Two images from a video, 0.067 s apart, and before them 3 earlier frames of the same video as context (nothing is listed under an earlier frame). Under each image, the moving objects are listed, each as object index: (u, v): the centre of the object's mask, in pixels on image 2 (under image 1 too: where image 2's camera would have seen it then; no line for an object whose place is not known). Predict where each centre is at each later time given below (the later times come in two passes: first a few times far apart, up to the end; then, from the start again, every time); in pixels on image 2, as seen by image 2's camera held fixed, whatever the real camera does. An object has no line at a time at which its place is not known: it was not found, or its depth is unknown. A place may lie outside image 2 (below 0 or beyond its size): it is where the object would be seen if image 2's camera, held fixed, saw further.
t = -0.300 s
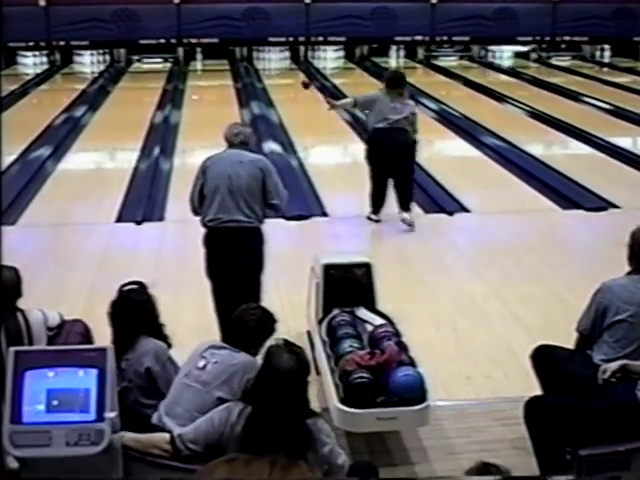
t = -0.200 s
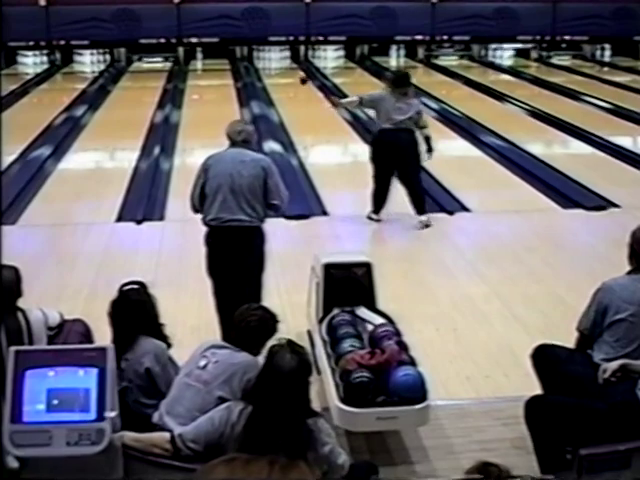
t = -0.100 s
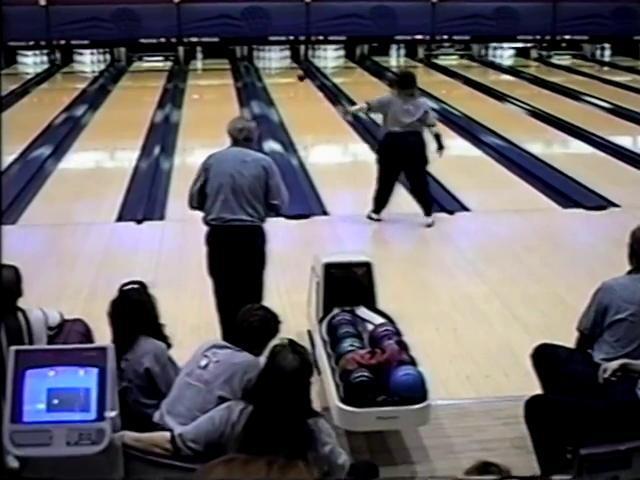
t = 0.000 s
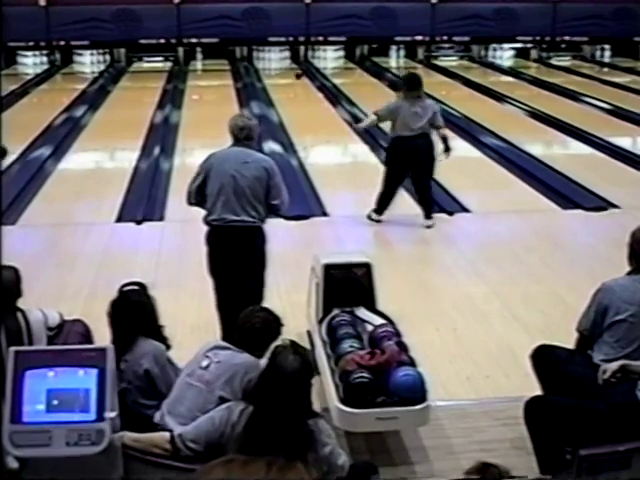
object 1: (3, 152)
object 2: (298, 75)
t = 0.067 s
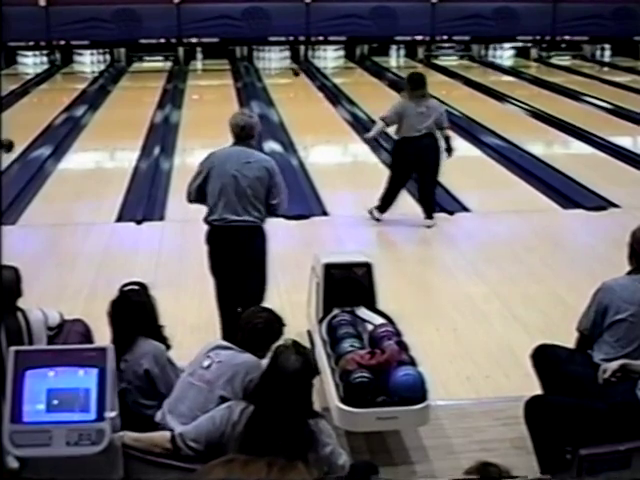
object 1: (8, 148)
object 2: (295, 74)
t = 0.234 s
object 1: (21, 132)
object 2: (292, 70)
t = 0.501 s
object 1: (40, 114)
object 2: (284, 65)
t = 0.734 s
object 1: (52, 102)
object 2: (278, 63)
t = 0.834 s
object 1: (57, 96)
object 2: (276, 62)
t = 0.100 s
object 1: (11, 145)
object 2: (295, 73)
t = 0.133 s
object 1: (13, 140)
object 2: (294, 72)
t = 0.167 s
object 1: (16, 137)
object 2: (293, 71)
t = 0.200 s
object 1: (19, 135)
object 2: (292, 71)
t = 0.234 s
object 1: (21, 132)
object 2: (292, 70)
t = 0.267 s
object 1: (24, 129)
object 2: (290, 69)
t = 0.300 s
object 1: (26, 127)
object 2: (289, 69)
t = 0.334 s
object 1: (29, 124)
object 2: (288, 68)
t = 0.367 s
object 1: (31, 122)
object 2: (288, 68)
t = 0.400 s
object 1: (33, 120)
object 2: (288, 67)
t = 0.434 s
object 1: (35, 118)
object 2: (287, 66)
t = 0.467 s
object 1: (37, 116)
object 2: (286, 66)
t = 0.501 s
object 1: (40, 114)
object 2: (284, 65)
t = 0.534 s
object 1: (42, 112)
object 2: (283, 65)
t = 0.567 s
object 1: (43, 110)
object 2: (283, 65)
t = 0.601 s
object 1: (45, 108)
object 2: (282, 64)
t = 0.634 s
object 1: (47, 106)
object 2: (281, 61)
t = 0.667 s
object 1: (48, 105)
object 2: (279, 61)
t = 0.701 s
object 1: (50, 103)
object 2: (278, 63)
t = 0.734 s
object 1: (52, 102)
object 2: (278, 63)
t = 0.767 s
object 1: (54, 100)
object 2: (278, 62)
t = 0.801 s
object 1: (55, 98)
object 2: (276, 62)
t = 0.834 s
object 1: (57, 96)
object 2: (276, 62)
